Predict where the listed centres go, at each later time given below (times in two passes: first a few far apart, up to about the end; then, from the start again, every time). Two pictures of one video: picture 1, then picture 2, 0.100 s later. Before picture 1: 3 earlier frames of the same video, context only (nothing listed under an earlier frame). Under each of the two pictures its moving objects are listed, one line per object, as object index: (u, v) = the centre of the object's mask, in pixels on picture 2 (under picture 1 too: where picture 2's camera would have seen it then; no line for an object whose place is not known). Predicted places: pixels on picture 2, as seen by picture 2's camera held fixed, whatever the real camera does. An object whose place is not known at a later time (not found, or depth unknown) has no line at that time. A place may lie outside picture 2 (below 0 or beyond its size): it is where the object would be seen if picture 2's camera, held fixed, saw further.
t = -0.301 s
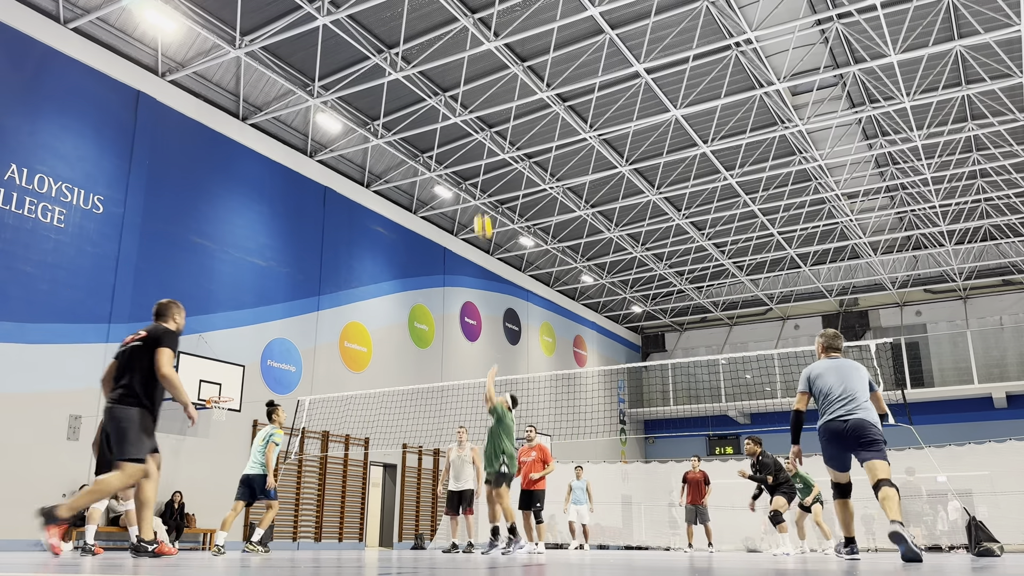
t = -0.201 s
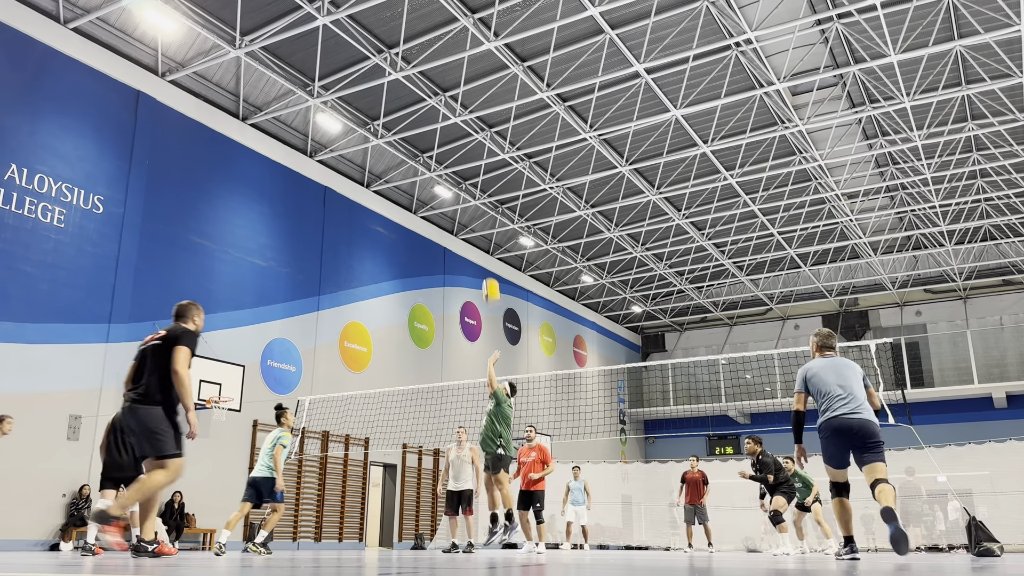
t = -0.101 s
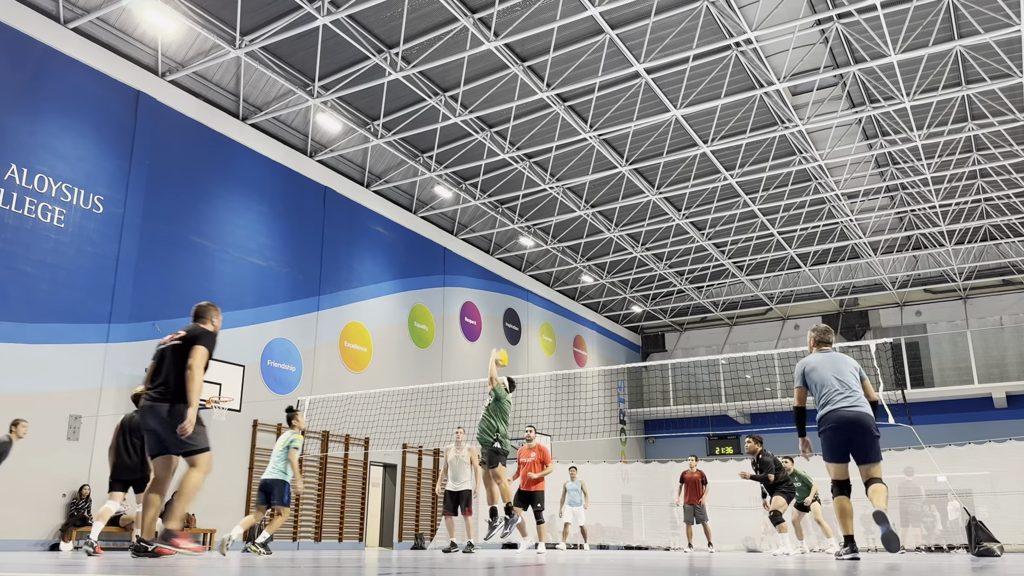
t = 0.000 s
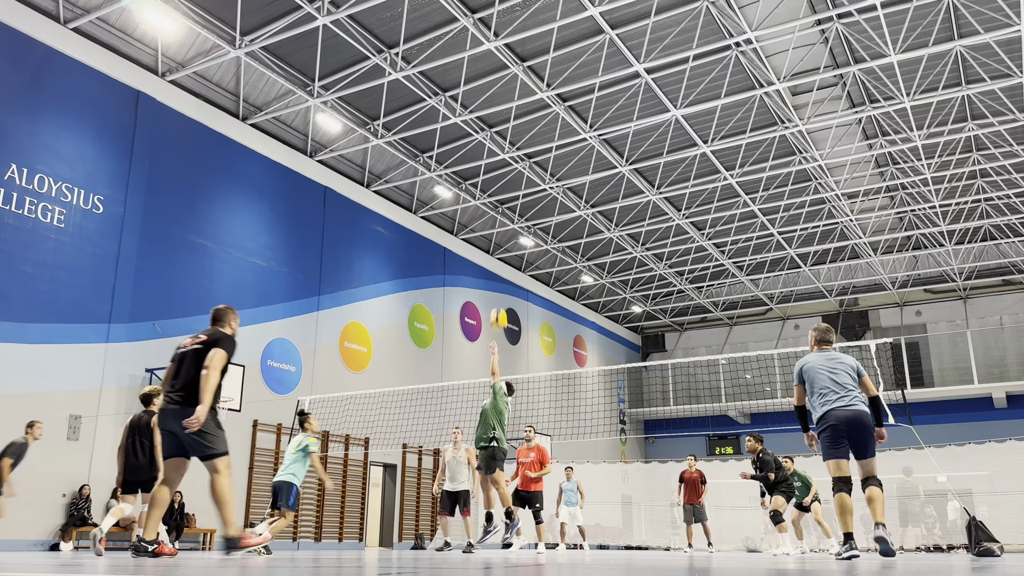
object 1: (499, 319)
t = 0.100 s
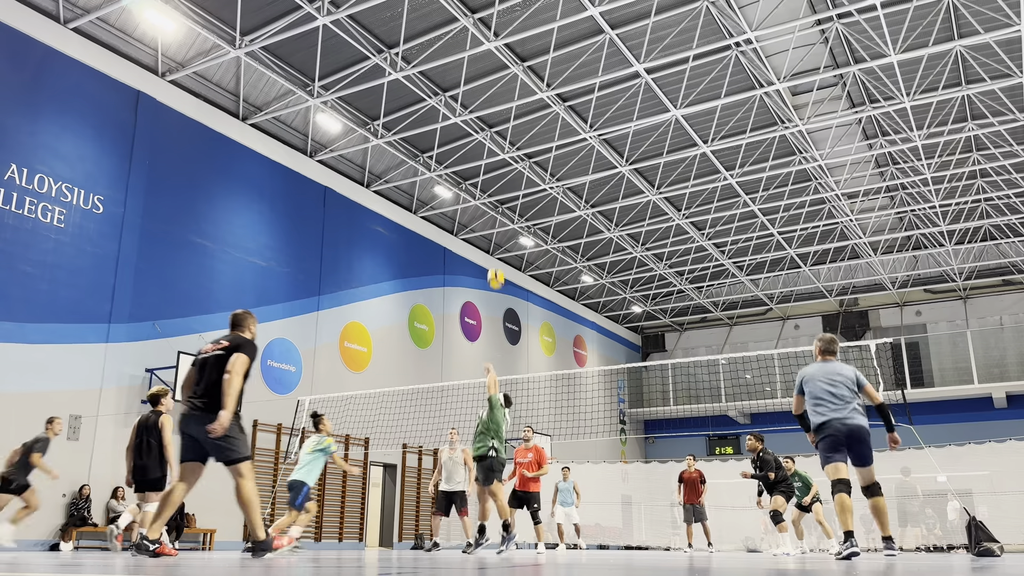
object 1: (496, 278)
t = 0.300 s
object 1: (490, 224)
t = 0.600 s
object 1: (481, 201)
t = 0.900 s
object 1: (473, 235)
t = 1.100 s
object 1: (468, 286)
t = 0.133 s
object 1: (495, 267)
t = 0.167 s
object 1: (494, 256)
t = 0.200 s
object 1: (492, 247)
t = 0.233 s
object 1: (491, 239)
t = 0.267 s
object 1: (490, 231)
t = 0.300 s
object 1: (490, 224)
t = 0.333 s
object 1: (488, 219)
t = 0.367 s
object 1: (487, 214)
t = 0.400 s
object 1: (487, 210)
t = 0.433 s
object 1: (486, 206)
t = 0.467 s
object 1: (485, 204)
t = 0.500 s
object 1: (484, 202)
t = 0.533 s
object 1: (483, 201)
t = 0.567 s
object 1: (482, 201)
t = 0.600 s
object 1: (481, 201)
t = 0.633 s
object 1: (480, 202)
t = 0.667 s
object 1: (480, 204)
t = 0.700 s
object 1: (479, 207)
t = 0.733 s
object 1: (478, 210)
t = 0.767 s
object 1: (477, 213)
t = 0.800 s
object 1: (476, 218)
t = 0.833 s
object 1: (475, 223)
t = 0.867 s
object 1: (474, 228)
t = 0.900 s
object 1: (473, 235)
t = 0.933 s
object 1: (472, 241)
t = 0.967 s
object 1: (472, 248)
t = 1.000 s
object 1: (470, 258)
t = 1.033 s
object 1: (469, 267)
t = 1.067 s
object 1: (469, 276)
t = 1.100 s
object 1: (468, 286)
